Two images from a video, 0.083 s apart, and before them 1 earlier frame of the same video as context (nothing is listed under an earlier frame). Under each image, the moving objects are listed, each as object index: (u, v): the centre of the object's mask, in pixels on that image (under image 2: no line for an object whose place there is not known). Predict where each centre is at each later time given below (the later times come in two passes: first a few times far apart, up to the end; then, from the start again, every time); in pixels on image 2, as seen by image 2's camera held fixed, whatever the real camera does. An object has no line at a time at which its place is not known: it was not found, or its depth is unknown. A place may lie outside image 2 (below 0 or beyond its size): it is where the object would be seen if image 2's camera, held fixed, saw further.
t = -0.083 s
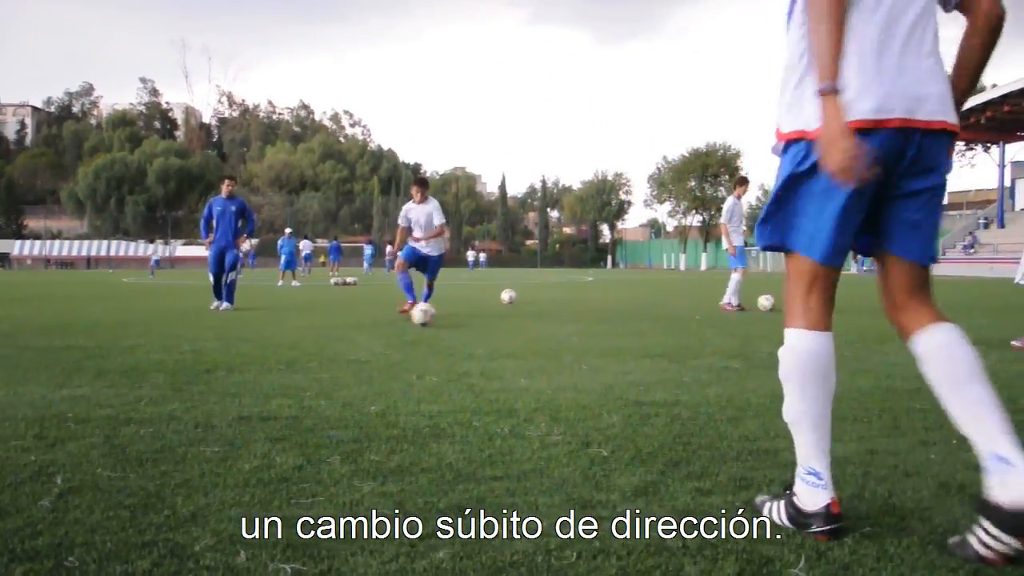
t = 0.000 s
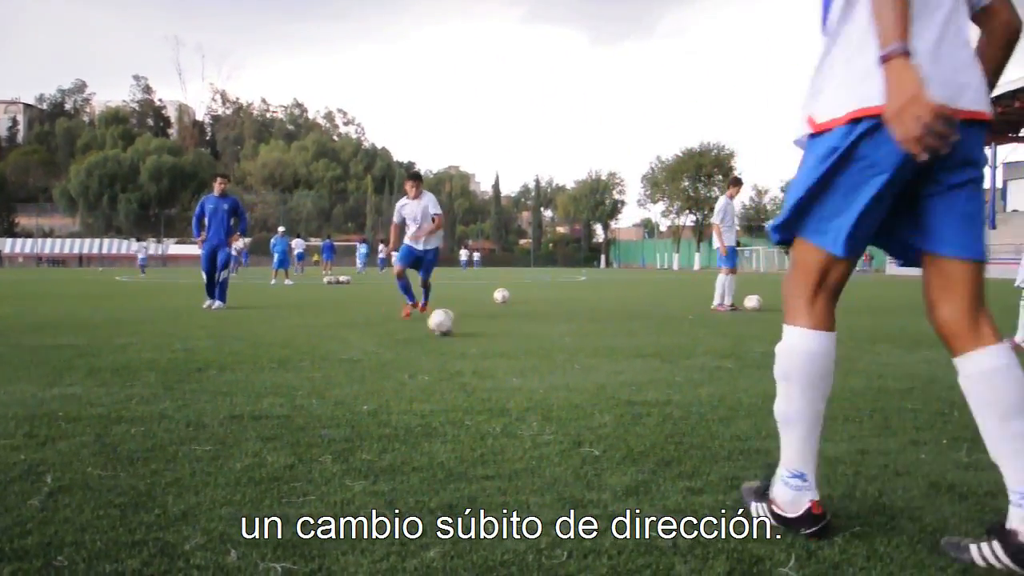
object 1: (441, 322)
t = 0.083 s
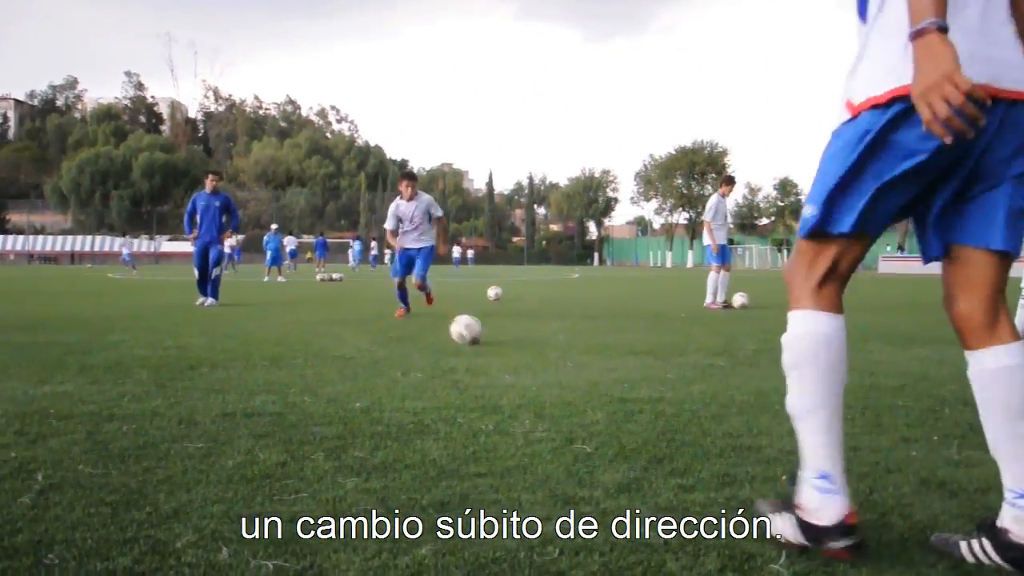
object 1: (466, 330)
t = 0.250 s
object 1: (552, 354)
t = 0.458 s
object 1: (754, 413)
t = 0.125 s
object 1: (484, 335)
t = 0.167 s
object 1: (503, 339)
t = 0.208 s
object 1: (526, 347)
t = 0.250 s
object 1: (552, 354)
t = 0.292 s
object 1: (581, 362)
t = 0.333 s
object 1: (615, 373)
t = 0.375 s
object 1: (654, 383)
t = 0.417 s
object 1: (699, 395)
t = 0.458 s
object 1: (754, 413)
